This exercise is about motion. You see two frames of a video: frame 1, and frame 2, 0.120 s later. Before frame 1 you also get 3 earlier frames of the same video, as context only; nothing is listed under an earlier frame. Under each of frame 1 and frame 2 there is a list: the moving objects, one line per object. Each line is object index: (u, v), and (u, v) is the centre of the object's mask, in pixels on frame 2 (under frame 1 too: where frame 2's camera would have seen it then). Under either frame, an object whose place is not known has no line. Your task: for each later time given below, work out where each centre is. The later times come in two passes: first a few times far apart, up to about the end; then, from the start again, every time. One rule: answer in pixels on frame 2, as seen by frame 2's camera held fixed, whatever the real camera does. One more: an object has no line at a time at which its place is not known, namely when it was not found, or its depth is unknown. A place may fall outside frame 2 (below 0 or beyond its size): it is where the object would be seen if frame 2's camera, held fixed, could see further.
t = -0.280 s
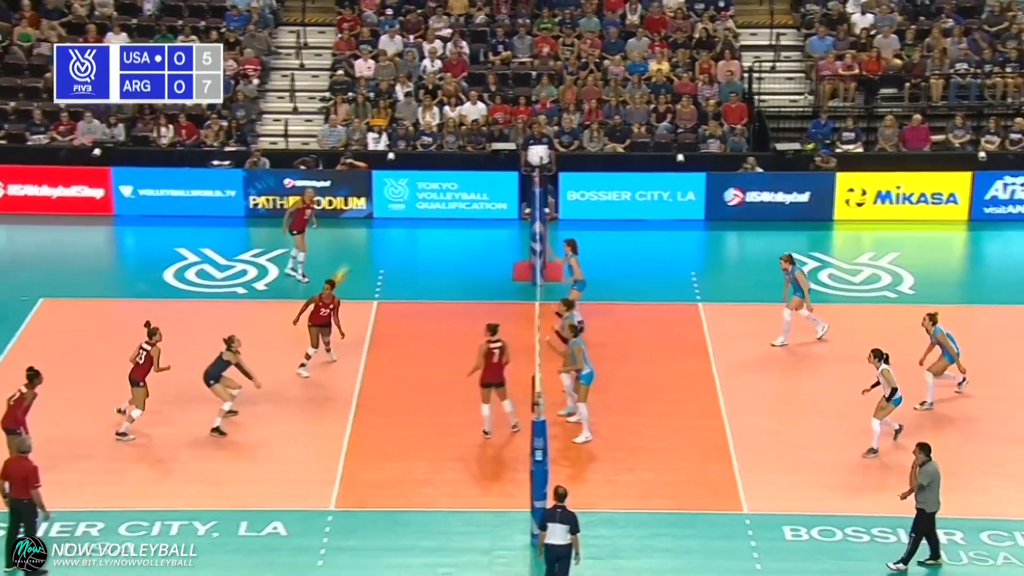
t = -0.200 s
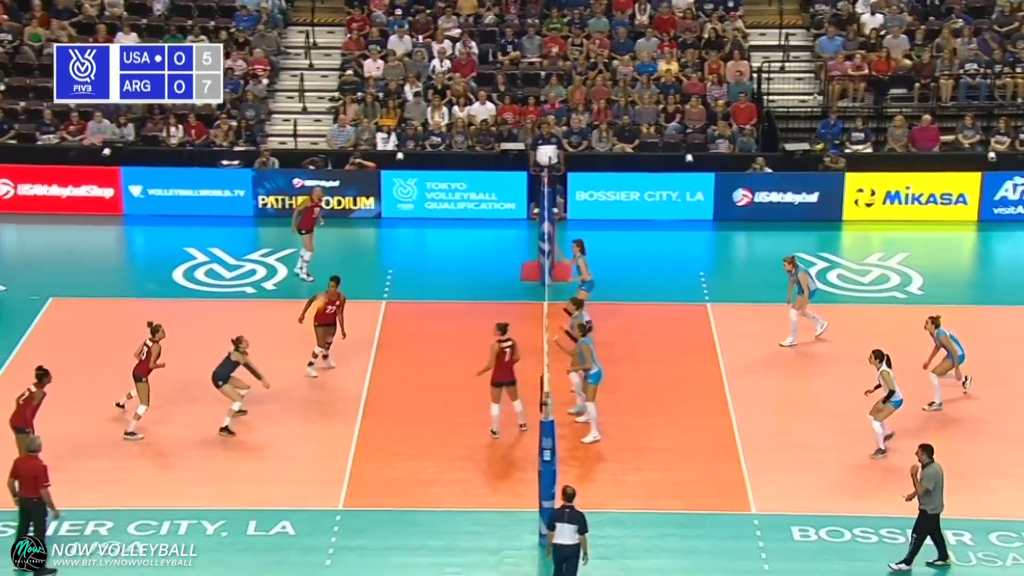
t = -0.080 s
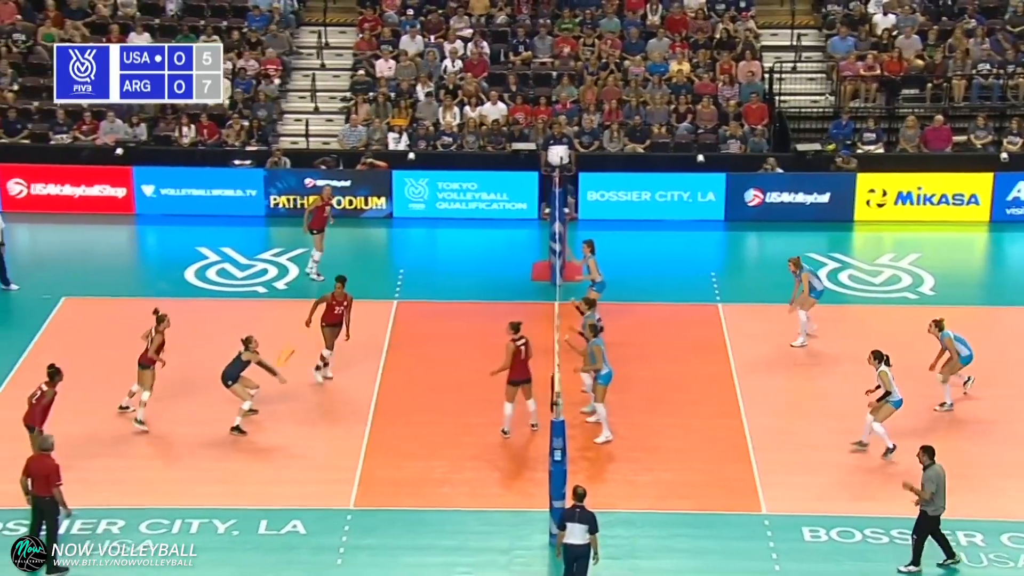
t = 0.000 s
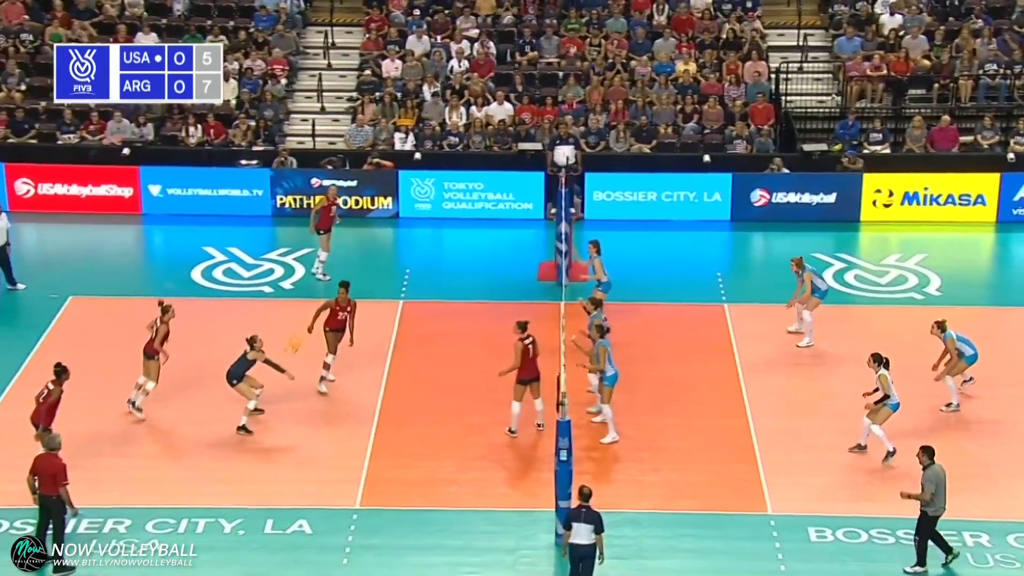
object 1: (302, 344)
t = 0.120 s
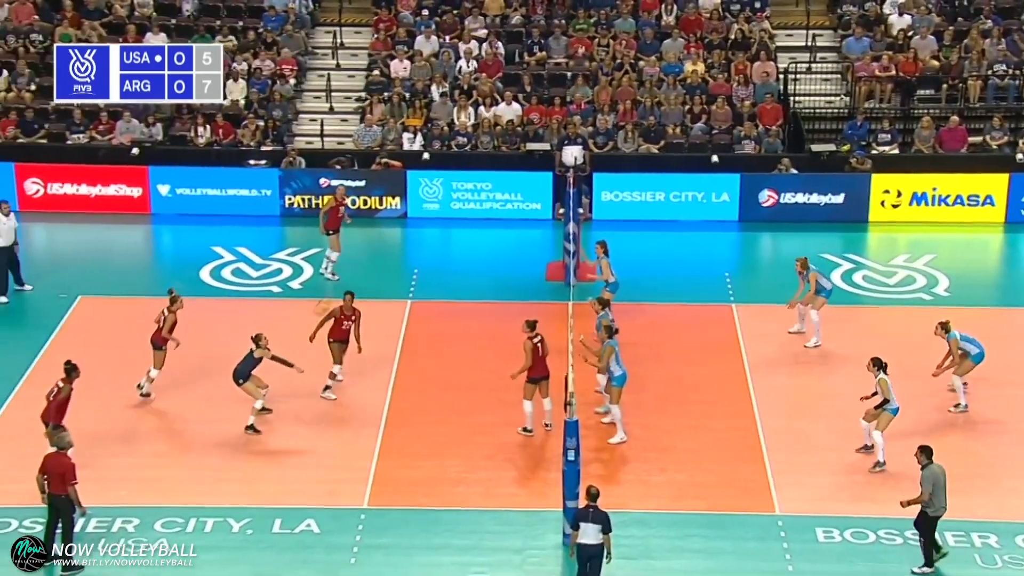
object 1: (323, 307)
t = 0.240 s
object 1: (346, 277)
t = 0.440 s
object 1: (382, 247)
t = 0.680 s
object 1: (424, 244)
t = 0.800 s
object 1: (445, 255)
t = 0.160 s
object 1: (331, 296)
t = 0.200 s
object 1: (337, 286)
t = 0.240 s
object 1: (346, 277)
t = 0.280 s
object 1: (351, 270)
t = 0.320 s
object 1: (358, 263)
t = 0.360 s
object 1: (367, 257)
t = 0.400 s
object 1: (374, 252)
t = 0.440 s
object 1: (382, 247)
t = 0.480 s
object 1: (387, 245)
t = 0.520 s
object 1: (395, 243)
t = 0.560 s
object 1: (402, 241)
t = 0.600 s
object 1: (409, 241)
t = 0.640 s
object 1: (417, 242)
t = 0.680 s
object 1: (424, 244)
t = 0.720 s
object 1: (431, 247)
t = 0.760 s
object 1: (439, 251)
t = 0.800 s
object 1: (445, 255)
